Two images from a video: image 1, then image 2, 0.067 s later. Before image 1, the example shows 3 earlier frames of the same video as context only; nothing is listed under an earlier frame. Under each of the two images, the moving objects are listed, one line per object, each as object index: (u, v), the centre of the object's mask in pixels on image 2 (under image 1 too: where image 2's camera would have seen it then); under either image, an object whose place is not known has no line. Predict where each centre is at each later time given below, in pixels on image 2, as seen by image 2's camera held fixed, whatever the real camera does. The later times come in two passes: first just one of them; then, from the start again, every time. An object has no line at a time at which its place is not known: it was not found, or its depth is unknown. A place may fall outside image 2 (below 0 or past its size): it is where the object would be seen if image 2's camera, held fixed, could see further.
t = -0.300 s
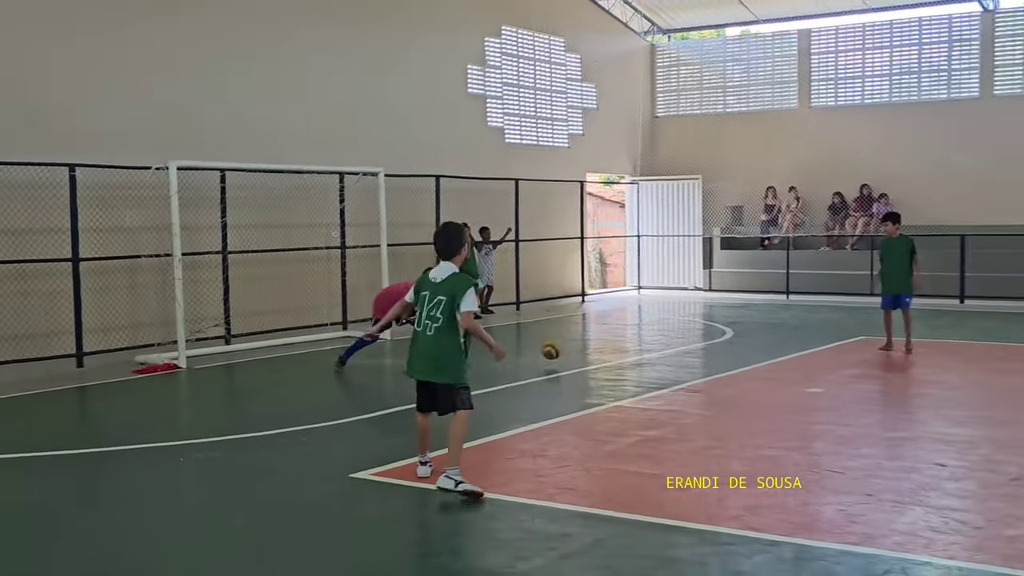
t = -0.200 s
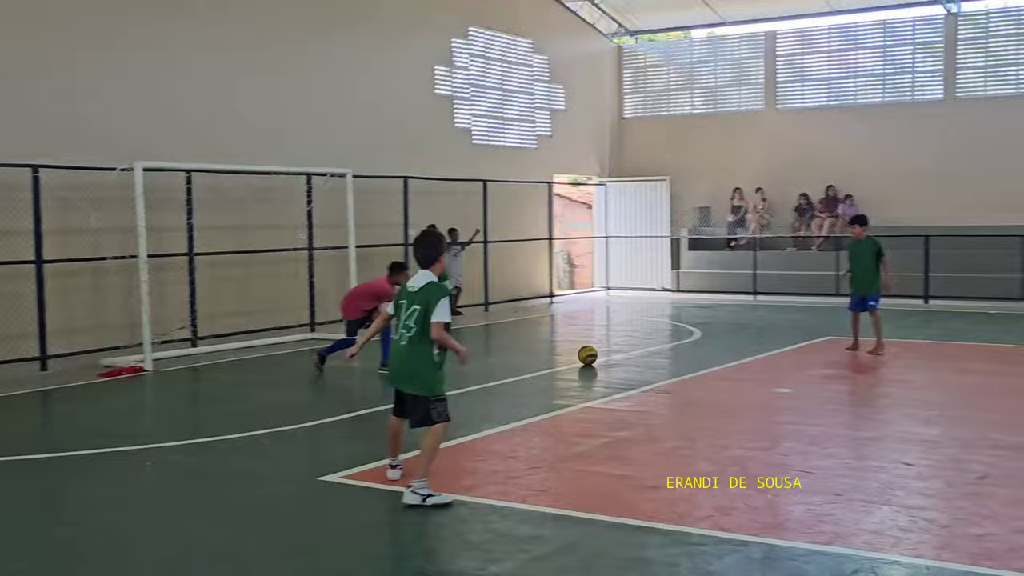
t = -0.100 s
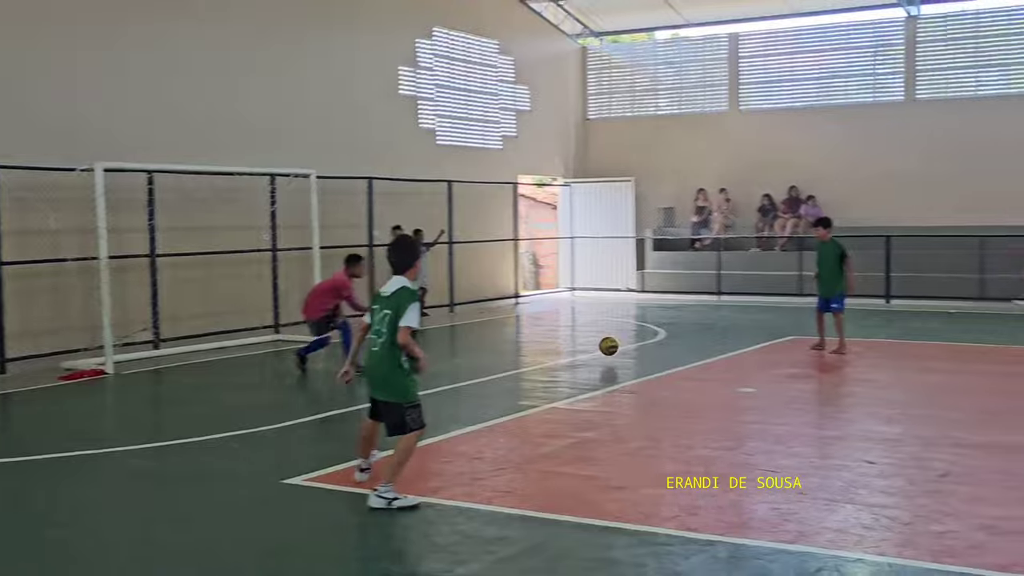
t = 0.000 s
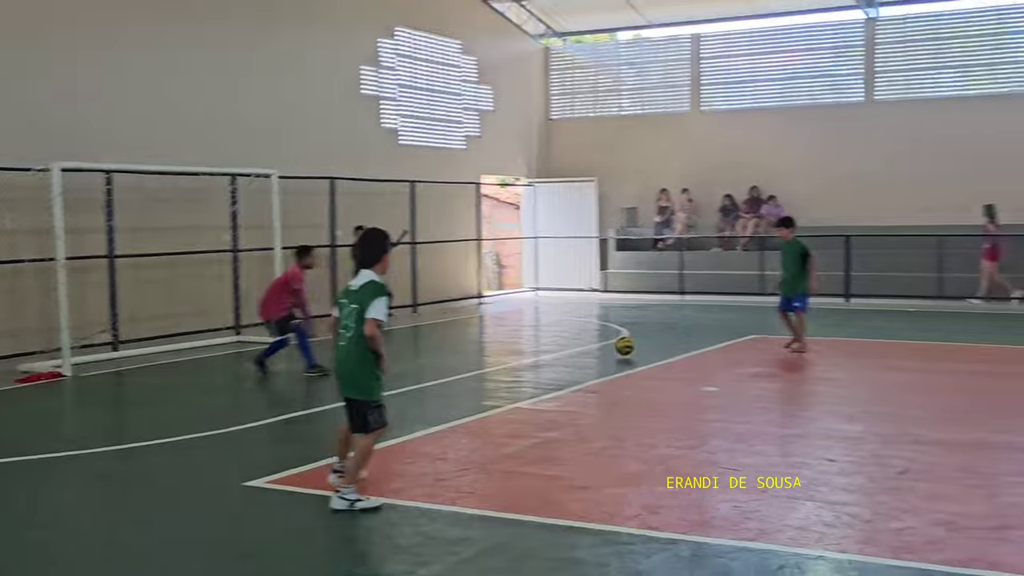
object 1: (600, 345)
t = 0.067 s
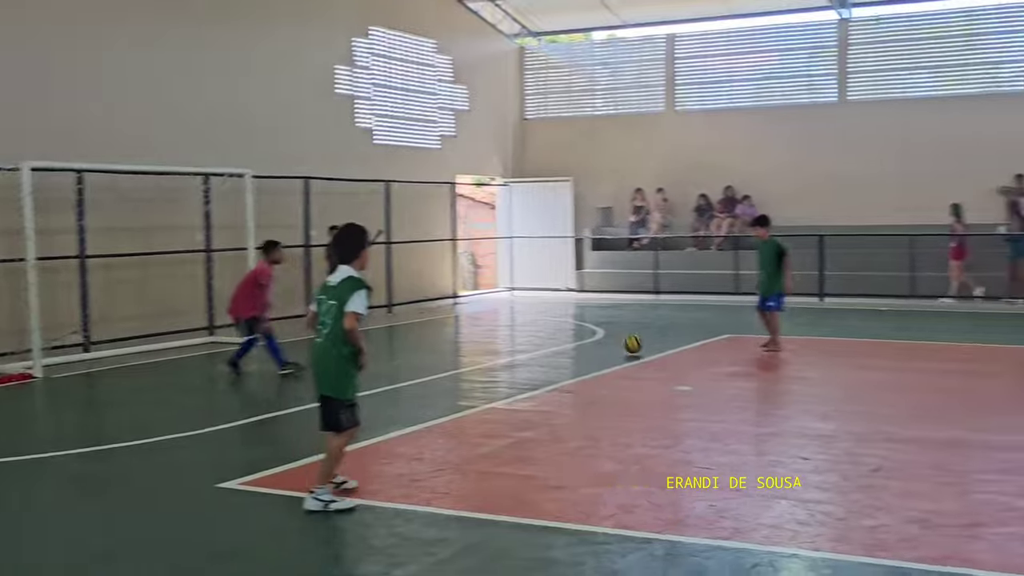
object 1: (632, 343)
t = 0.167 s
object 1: (681, 339)
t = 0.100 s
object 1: (650, 341)
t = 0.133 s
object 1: (665, 340)
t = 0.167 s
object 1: (681, 339)
